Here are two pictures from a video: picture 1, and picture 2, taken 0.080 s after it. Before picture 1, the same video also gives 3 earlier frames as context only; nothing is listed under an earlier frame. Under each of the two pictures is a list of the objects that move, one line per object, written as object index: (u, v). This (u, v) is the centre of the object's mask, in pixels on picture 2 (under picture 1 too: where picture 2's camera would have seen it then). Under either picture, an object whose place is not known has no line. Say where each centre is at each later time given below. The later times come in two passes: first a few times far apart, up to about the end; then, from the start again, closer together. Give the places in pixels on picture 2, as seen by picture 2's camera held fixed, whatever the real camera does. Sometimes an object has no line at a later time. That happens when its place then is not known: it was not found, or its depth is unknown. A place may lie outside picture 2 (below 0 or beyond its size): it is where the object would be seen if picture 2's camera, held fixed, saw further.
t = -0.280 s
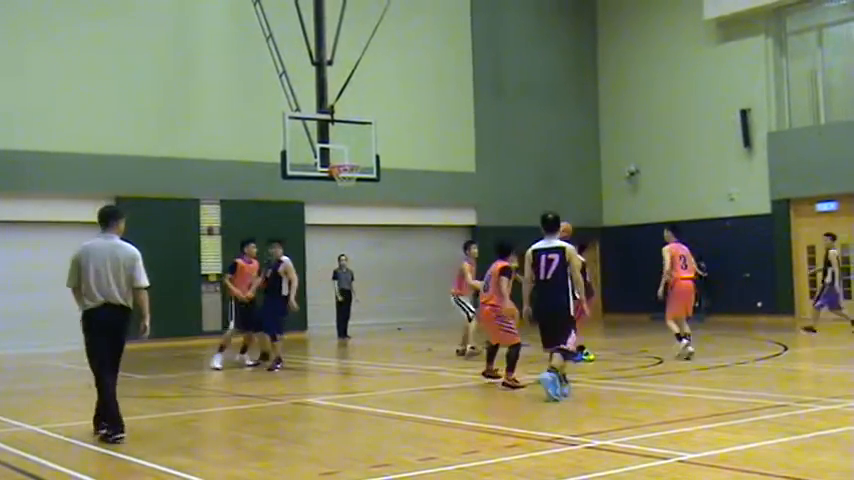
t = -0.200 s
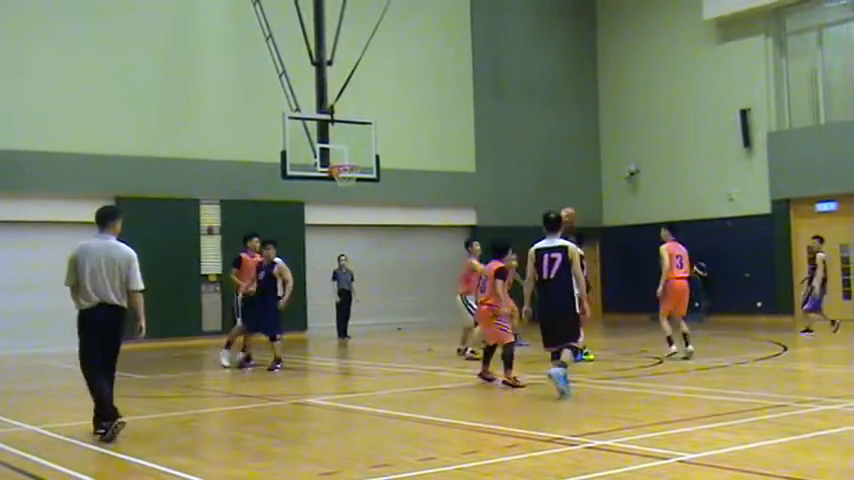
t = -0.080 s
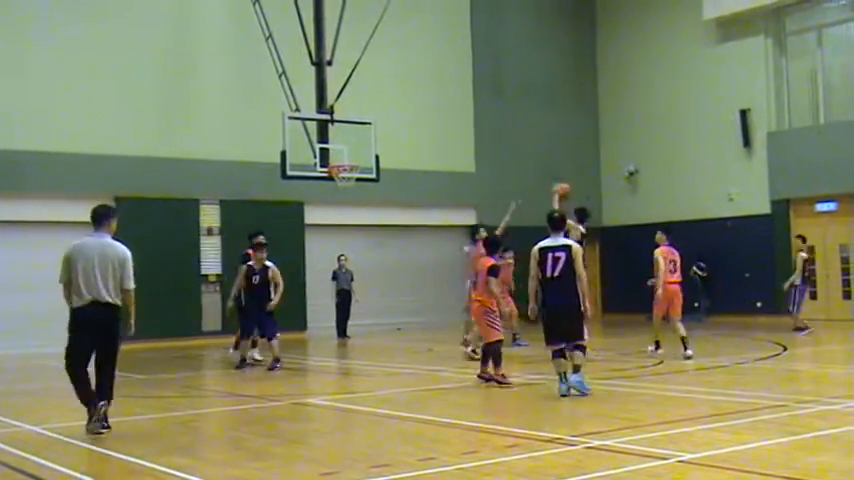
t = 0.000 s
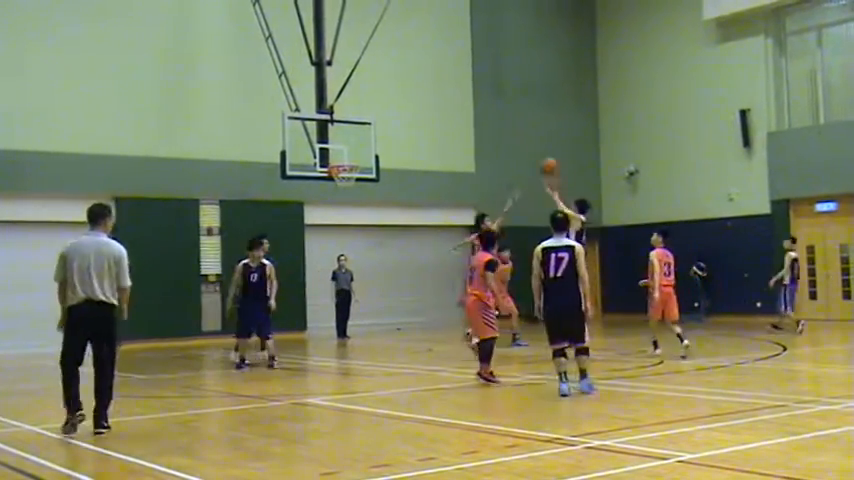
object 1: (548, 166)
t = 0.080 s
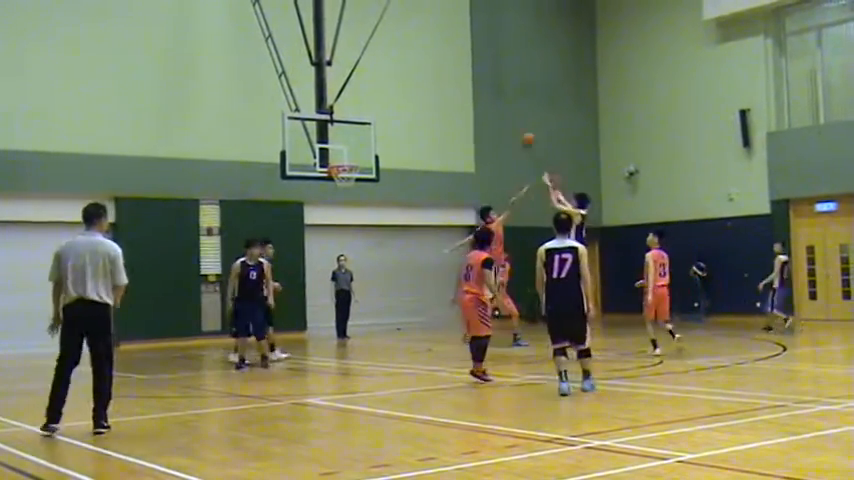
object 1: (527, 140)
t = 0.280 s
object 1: (483, 97)
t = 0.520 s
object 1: (435, 85)
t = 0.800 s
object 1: (386, 113)
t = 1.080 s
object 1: (346, 159)
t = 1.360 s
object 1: (334, 146)
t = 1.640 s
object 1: (336, 164)
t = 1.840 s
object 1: (341, 207)
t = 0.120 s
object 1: (518, 129)
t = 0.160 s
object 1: (509, 119)
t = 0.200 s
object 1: (500, 111)
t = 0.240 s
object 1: (493, 104)
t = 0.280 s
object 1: (483, 97)
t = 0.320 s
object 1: (473, 93)
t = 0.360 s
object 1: (465, 89)
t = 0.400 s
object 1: (458, 88)
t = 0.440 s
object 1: (450, 86)
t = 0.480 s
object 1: (442, 85)
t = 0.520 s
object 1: (435, 85)
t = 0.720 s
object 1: (400, 101)
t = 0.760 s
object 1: (393, 107)
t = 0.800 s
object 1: (386, 113)
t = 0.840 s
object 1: (380, 121)
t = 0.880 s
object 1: (374, 129)
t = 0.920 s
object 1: (367, 139)
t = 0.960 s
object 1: (362, 149)
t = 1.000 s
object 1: (356, 159)
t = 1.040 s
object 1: (351, 160)
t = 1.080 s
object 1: (346, 159)
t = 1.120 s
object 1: (341, 160)
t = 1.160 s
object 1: (336, 159)
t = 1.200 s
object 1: (334, 155)
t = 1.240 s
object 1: (334, 152)
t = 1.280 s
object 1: (333, 149)
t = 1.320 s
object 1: (334, 147)
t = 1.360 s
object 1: (334, 146)
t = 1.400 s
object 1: (334, 146)
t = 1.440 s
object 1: (334, 146)
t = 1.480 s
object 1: (335, 147)
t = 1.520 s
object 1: (335, 150)
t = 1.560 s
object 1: (335, 153)
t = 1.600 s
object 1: (336, 158)
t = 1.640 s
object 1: (336, 164)
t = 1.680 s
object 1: (336, 171)
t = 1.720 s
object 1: (339, 176)
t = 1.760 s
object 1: (340, 189)
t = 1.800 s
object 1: (341, 197)
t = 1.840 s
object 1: (341, 207)
